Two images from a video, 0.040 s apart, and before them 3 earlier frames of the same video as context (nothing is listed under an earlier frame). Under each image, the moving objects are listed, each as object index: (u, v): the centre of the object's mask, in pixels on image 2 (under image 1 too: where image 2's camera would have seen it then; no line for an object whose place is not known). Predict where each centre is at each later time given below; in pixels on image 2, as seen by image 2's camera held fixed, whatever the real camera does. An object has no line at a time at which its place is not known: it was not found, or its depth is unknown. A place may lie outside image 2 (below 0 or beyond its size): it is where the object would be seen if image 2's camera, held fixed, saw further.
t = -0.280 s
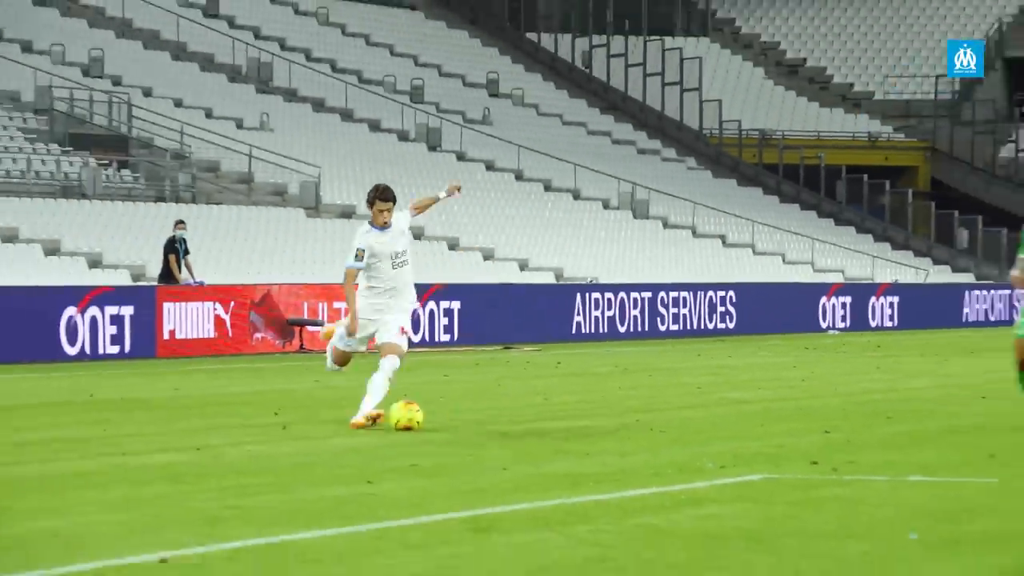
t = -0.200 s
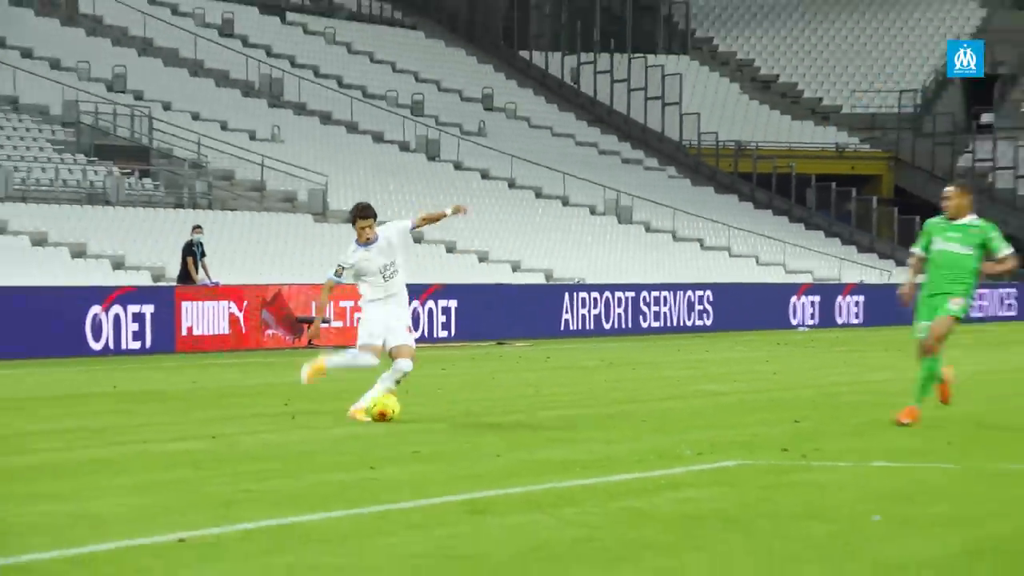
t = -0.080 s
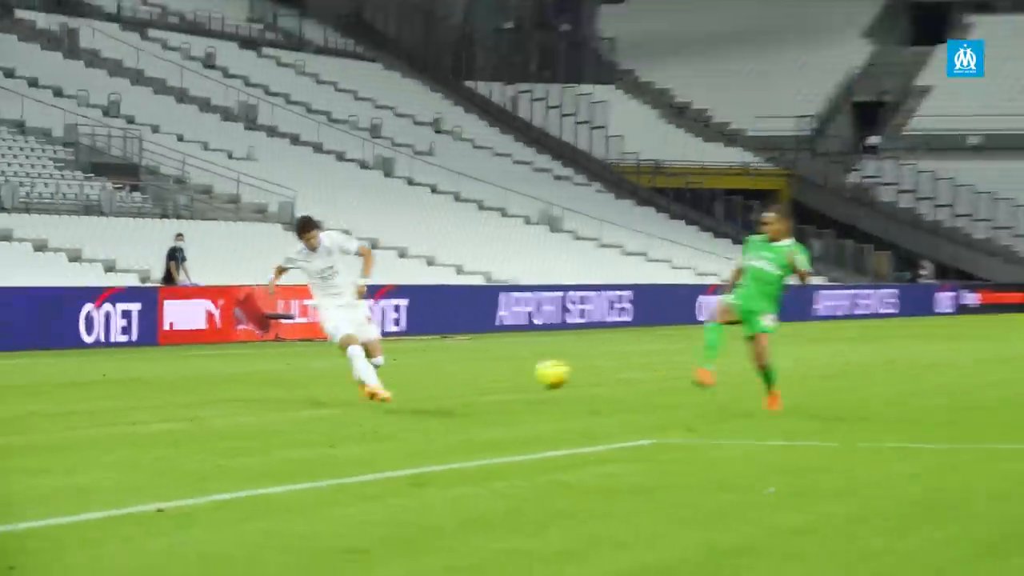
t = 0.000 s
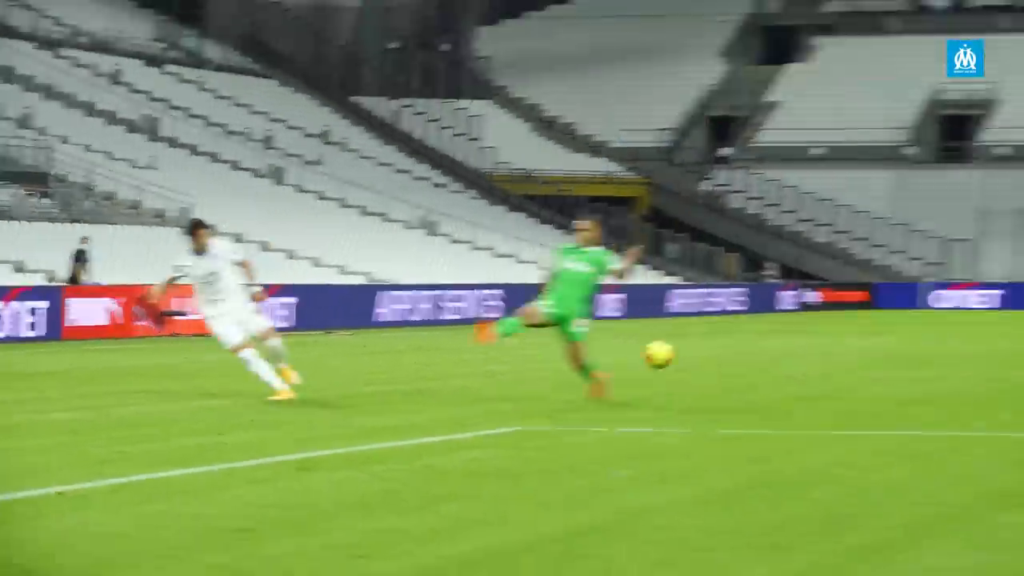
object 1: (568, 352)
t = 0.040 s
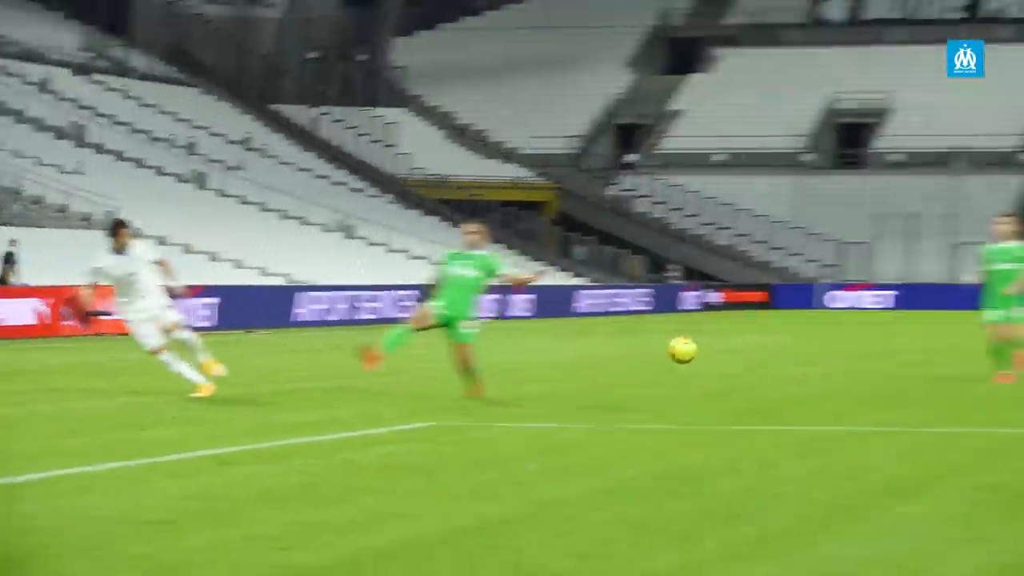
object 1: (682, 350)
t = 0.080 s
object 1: (800, 349)
